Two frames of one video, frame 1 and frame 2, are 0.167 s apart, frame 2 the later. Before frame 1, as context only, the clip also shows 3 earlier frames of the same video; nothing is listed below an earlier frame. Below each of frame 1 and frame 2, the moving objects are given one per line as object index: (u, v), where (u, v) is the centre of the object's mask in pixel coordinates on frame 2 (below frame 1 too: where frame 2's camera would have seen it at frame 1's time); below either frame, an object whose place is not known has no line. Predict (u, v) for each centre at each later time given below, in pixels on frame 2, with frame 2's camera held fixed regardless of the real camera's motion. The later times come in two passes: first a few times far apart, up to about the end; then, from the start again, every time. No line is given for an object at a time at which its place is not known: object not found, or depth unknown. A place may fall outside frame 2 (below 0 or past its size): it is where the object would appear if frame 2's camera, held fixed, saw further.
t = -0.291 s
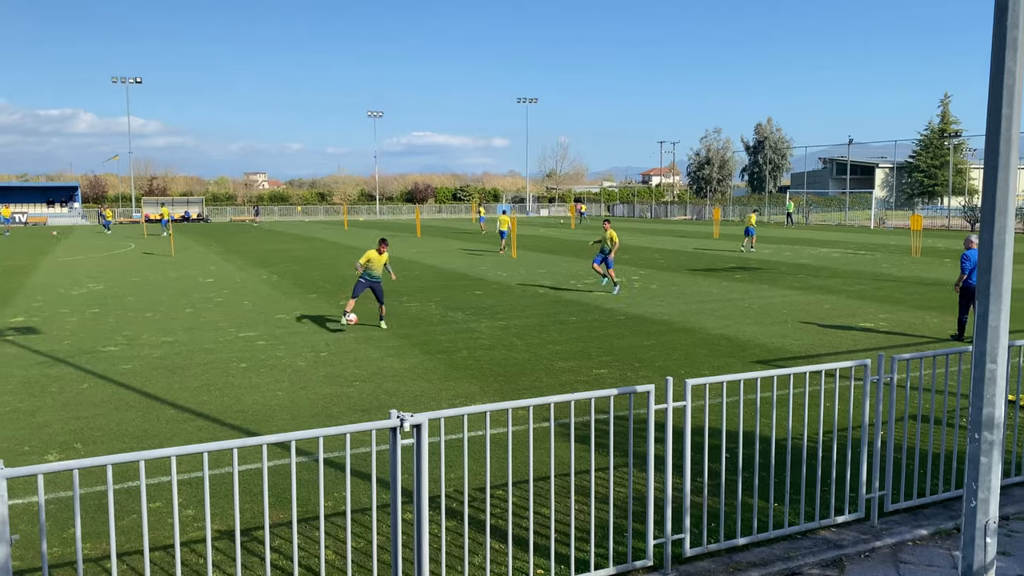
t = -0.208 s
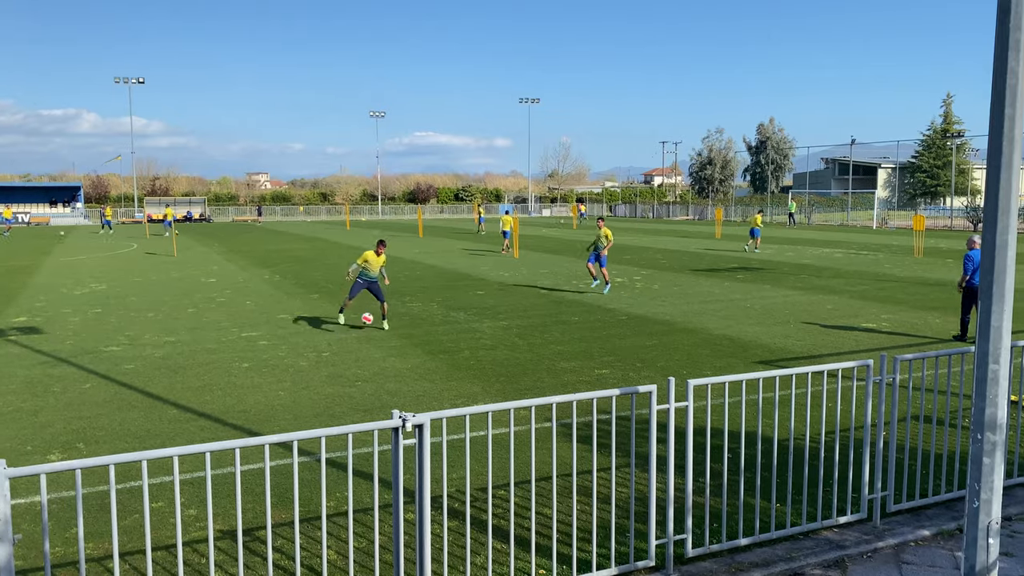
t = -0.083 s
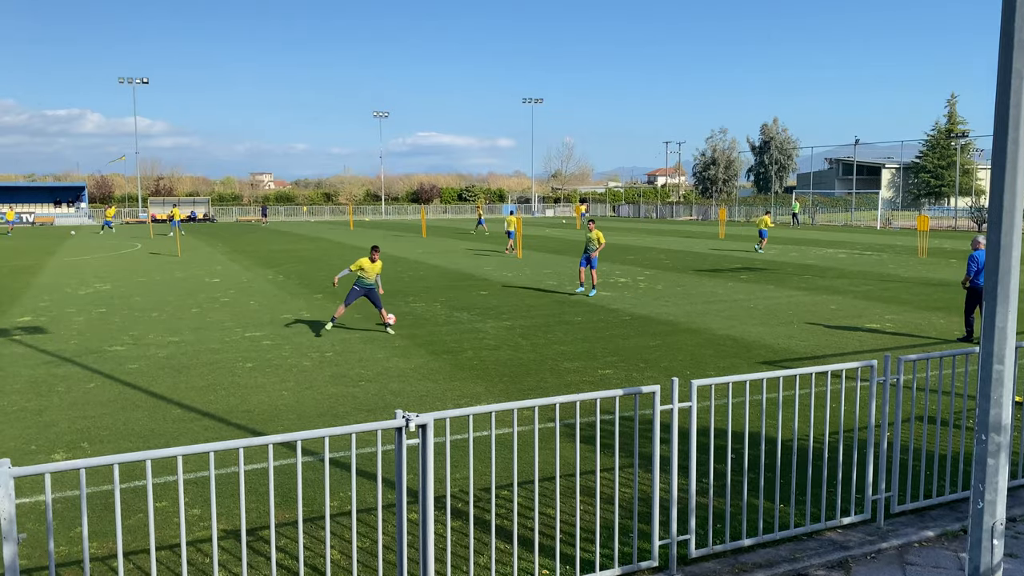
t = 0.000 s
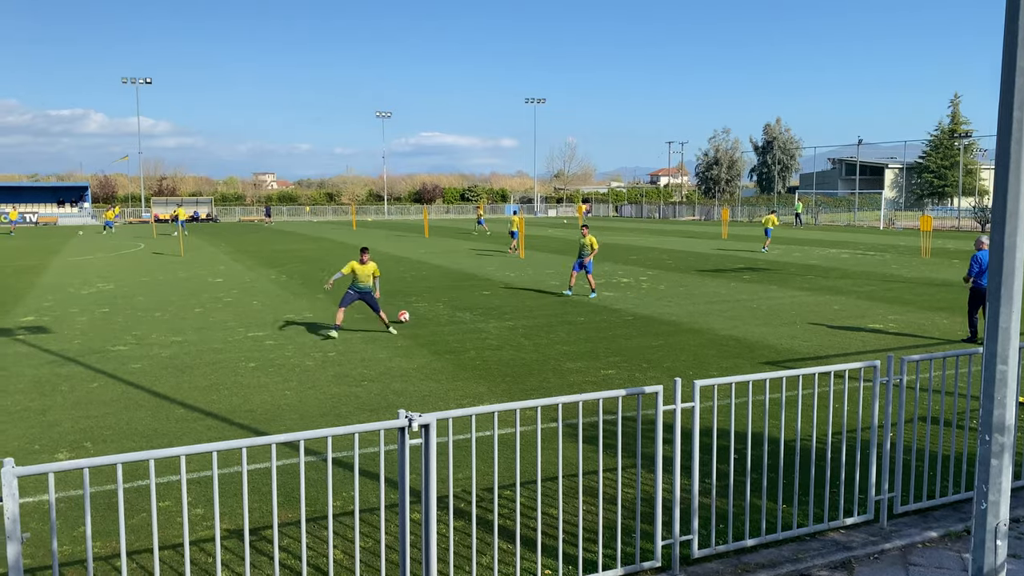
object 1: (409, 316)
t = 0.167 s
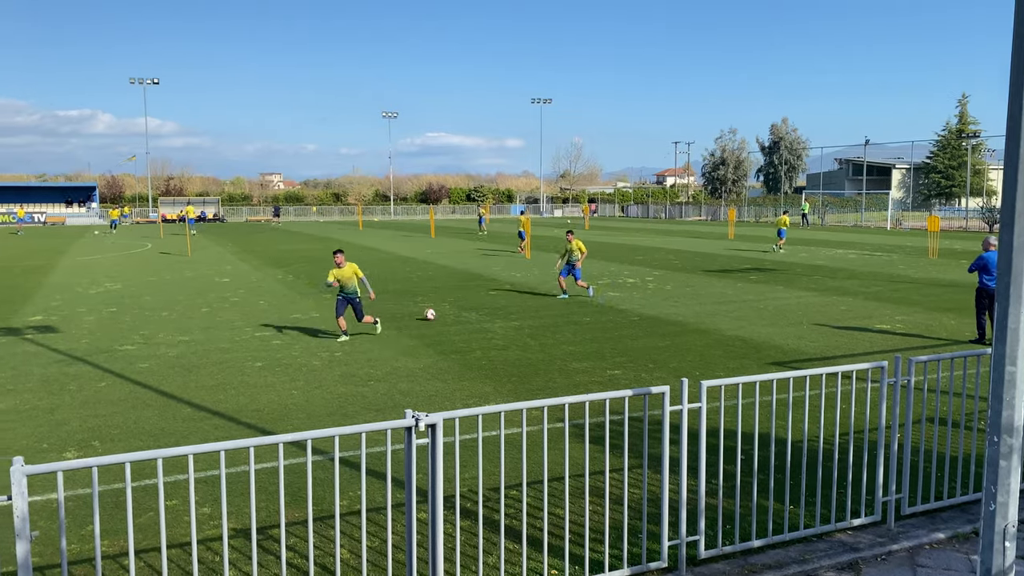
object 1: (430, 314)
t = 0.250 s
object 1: (438, 314)
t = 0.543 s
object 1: (467, 312)
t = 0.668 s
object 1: (479, 312)
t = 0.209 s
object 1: (434, 314)
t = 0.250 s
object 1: (438, 314)
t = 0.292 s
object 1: (442, 314)
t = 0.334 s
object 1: (447, 314)
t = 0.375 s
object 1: (451, 313)
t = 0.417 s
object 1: (455, 313)
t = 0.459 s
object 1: (459, 313)
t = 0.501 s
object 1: (463, 312)
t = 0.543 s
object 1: (467, 312)
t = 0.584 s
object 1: (471, 312)
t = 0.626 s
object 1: (475, 312)
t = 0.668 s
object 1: (479, 312)
